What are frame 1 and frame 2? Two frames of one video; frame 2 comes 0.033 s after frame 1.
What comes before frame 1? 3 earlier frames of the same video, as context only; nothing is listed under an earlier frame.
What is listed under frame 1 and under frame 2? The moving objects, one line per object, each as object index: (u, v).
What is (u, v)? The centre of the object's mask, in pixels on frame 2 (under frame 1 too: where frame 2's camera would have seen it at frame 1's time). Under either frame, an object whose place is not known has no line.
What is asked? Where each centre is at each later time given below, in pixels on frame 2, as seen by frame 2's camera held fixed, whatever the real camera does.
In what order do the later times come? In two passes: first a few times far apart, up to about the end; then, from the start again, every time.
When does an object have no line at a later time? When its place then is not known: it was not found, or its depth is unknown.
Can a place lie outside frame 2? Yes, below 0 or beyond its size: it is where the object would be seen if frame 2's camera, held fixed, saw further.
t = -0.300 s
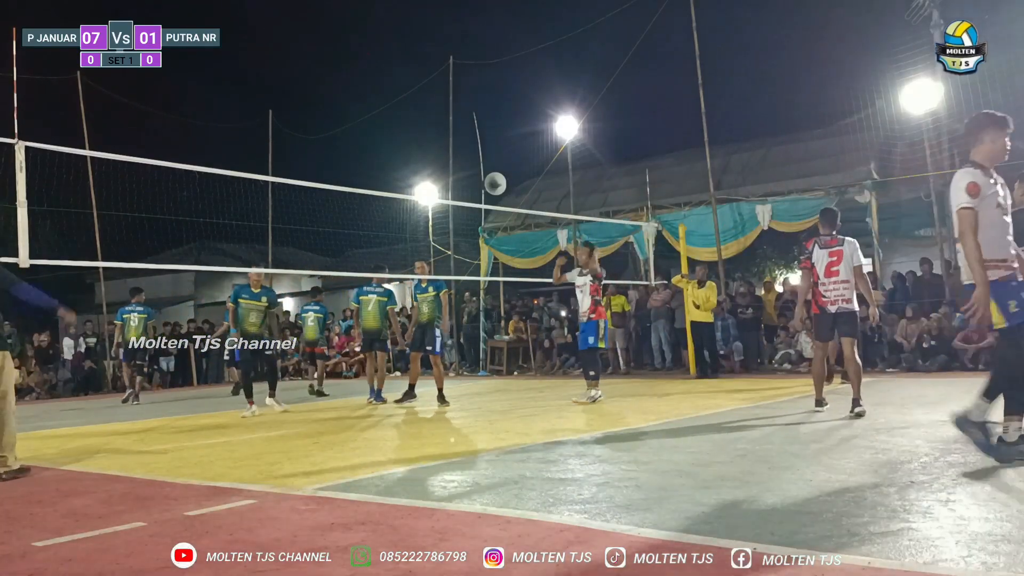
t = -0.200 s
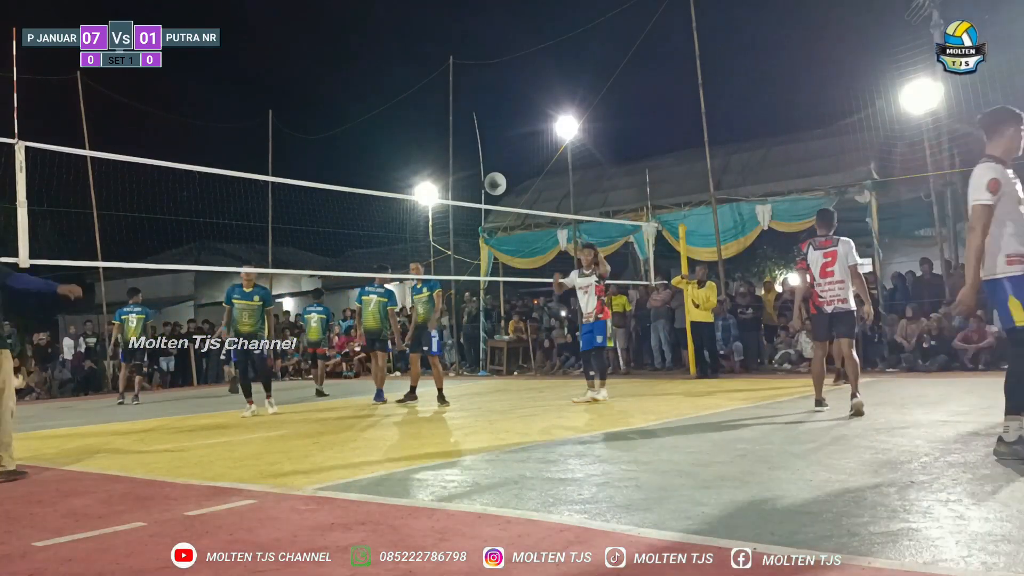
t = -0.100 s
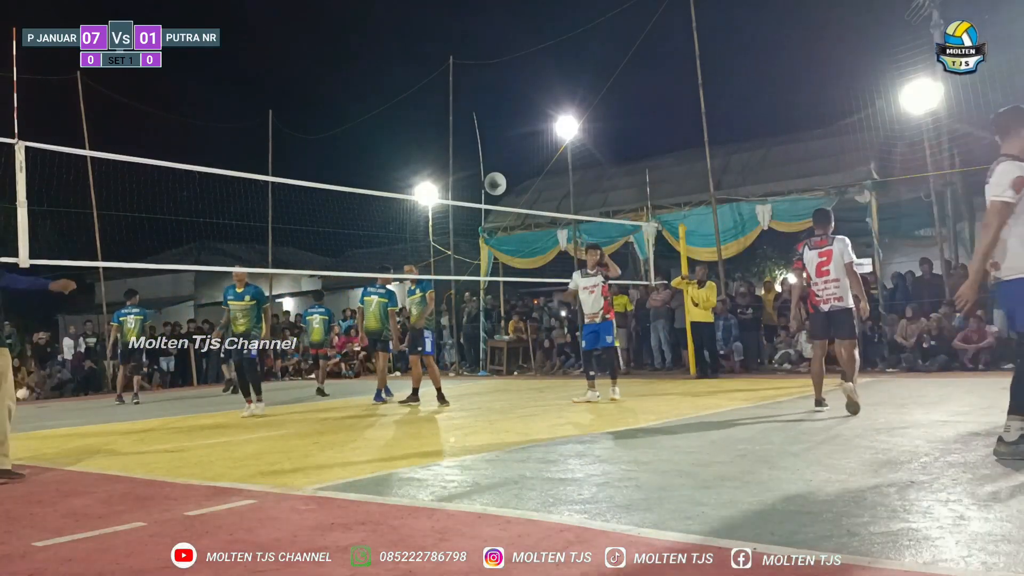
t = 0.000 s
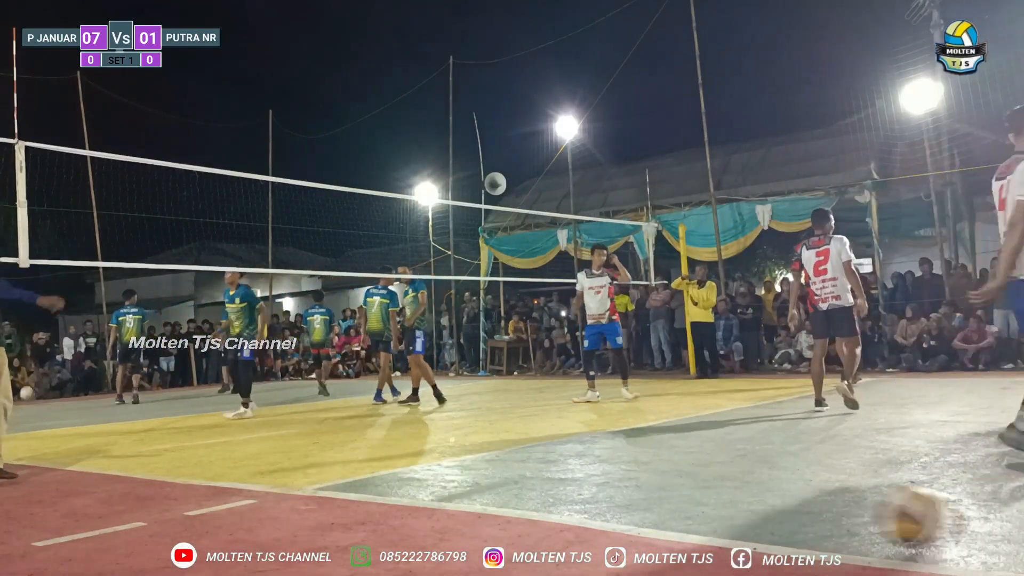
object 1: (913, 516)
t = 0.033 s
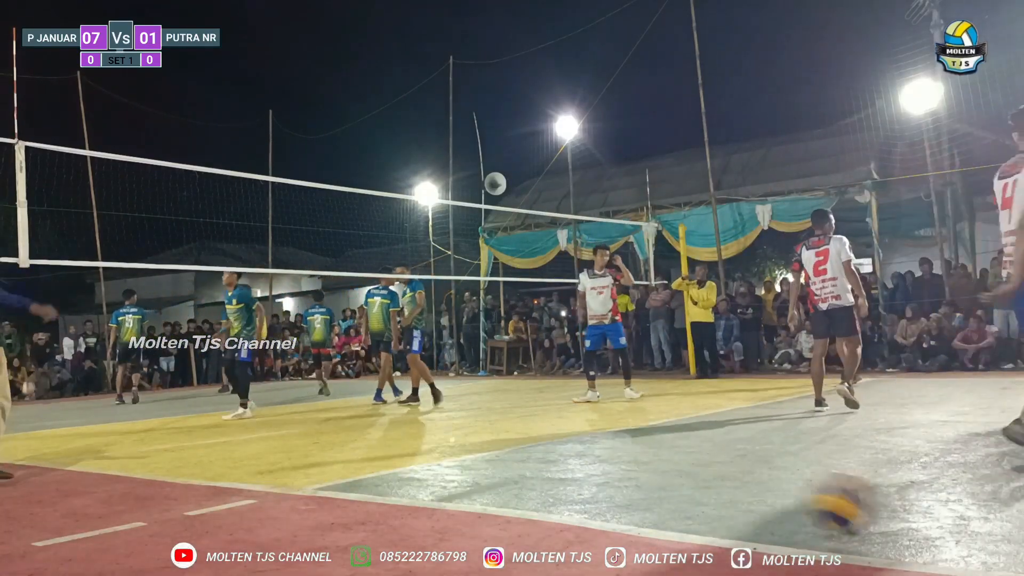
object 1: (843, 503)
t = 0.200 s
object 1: (590, 475)
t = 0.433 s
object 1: (373, 456)
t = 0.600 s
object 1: (263, 438)
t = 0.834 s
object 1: (159, 430)
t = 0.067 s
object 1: (781, 494)
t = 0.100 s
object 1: (728, 485)
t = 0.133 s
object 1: (676, 483)
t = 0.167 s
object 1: (631, 484)
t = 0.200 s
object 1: (590, 475)
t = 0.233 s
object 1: (550, 463)
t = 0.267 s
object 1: (514, 456)
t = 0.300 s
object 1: (481, 450)
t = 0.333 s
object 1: (450, 448)
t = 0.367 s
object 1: (421, 449)
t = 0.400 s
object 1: (396, 453)
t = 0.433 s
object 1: (373, 456)
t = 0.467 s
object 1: (349, 455)
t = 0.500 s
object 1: (322, 446)
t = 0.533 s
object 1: (306, 441)
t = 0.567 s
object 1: (285, 438)
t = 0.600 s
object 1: (263, 438)
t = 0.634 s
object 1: (249, 437)
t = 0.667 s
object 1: (231, 440)
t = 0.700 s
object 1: (213, 445)
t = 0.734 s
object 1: (202, 447)
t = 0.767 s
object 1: (185, 440)
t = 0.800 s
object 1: (170, 434)
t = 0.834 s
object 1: (159, 430)
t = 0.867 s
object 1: (145, 428)
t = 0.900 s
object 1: (133, 427)
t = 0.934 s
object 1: (123, 429)
